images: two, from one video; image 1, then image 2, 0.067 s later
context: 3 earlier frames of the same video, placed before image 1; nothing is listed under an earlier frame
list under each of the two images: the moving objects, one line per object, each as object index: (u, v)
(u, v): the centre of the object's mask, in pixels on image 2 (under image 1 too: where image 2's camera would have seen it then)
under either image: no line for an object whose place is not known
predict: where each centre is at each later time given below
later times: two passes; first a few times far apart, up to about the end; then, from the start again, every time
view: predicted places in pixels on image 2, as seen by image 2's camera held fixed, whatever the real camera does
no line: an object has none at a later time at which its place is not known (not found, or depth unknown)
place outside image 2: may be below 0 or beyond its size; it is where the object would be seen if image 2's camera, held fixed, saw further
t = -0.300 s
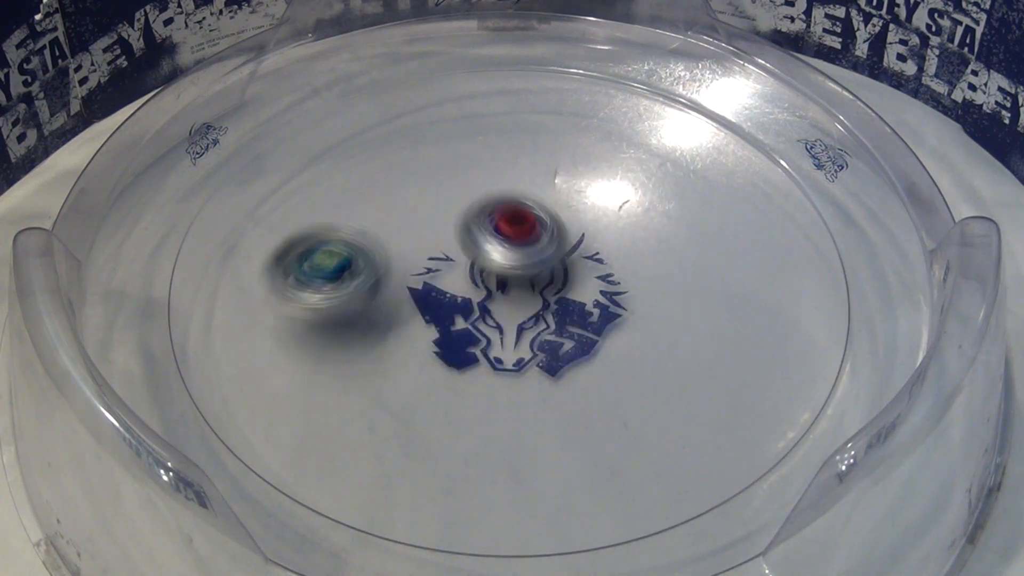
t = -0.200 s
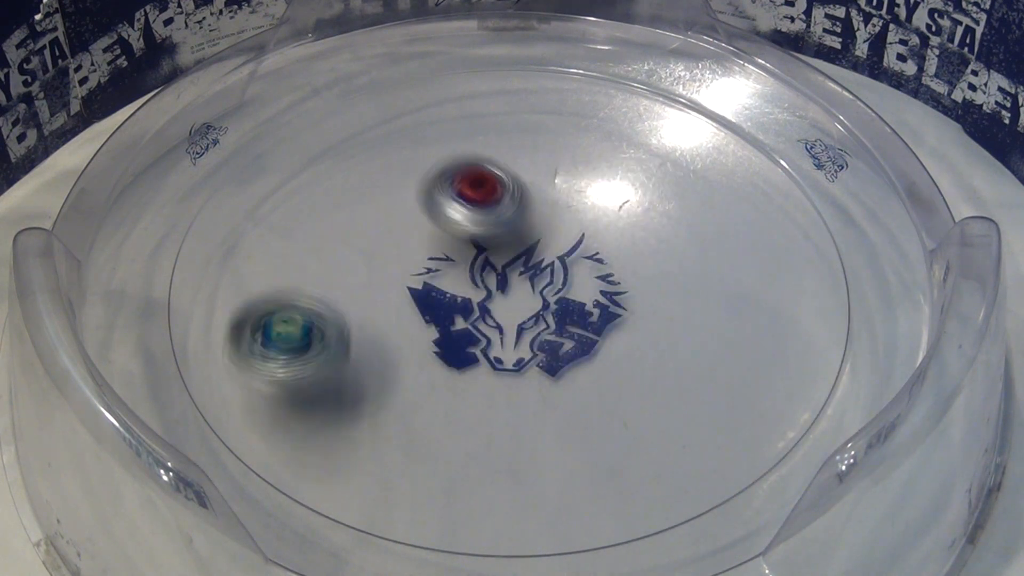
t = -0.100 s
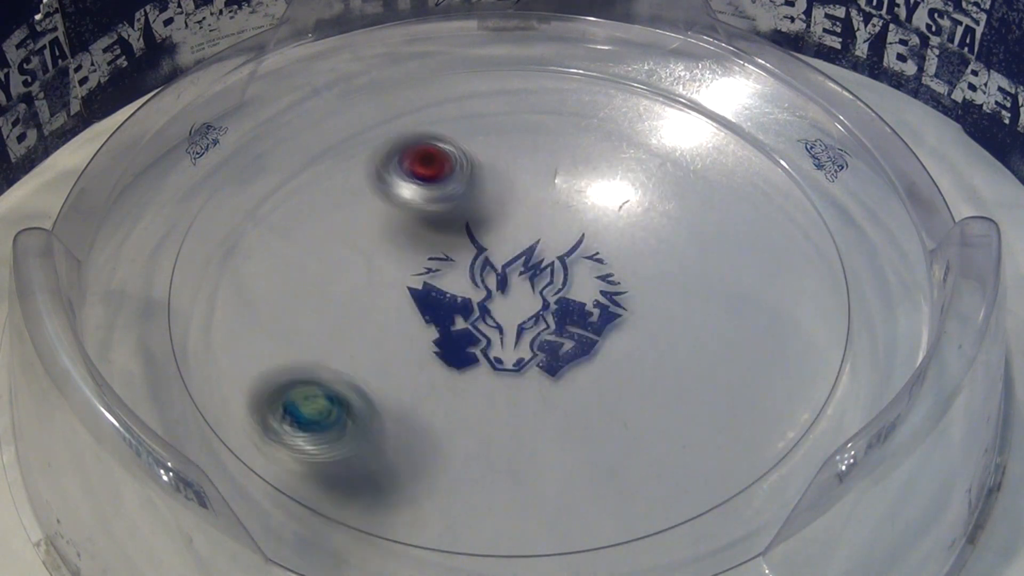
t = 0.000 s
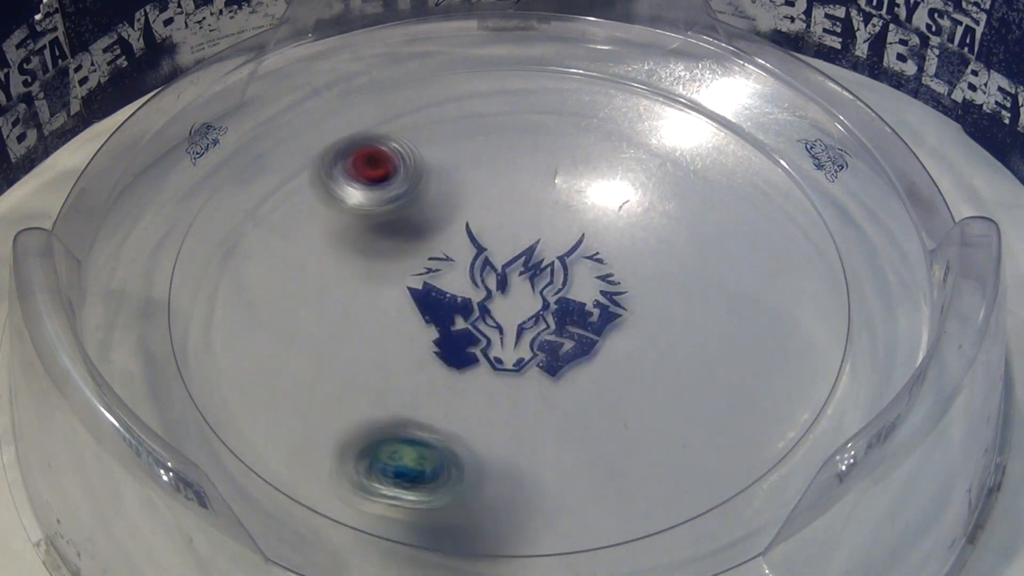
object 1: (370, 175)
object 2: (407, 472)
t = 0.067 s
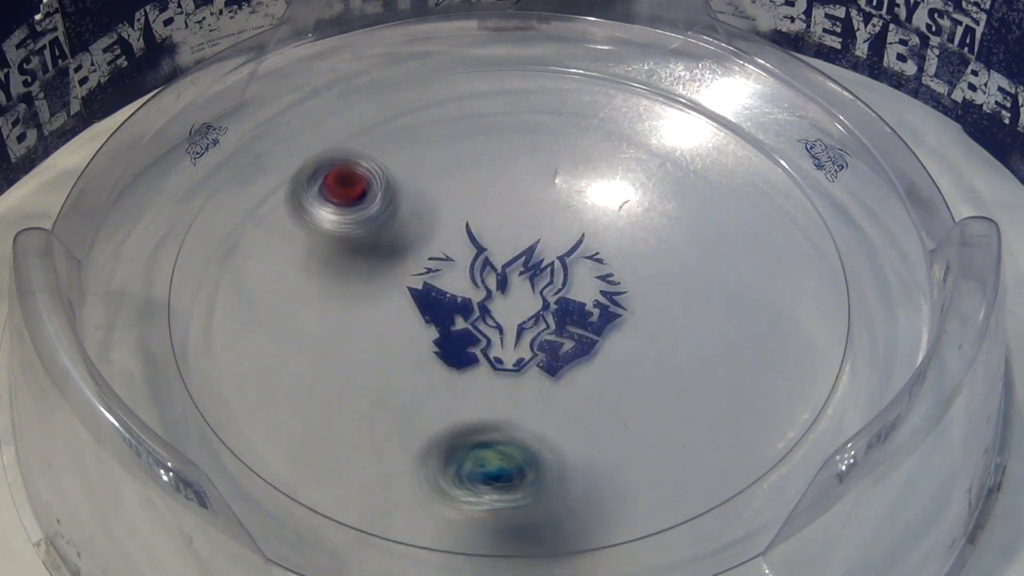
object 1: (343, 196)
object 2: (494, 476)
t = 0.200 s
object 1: (357, 264)
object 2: (619, 412)
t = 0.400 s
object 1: (487, 318)
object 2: (624, 260)
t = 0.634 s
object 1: (629, 271)
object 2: (447, 133)
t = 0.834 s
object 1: (650, 192)
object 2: (262, 162)
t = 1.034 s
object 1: (540, 182)
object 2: (291, 321)
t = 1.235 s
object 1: (475, 277)
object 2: (514, 381)
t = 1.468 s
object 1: (520, 382)
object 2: (696, 250)
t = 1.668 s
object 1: (633, 396)
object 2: (640, 109)
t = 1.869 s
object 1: (651, 317)
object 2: (459, 109)
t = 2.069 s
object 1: (531, 274)
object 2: (375, 264)
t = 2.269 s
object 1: (459, 256)
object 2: (410, 429)
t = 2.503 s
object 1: (348, 288)
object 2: (629, 496)
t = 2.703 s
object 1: (356, 364)
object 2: (753, 377)
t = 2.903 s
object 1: (488, 365)
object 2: (657, 259)
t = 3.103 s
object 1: (554, 282)
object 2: (455, 211)
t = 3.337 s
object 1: (523, 182)
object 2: (251, 266)
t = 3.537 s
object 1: (429, 165)
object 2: (277, 402)
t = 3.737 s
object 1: (409, 255)
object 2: (503, 416)
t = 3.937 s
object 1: (472, 322)
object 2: (650, 283)
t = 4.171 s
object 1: (562, 348)
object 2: (693, 132)
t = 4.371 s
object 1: (667, 316)
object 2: (582, 68)
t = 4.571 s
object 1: (646, 246)
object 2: (434, 129)
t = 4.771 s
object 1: (558, 236)
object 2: (395, 292)
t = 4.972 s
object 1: (664, 236)
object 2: (263, 441)
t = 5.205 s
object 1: (535, 245)
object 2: (490, 444)
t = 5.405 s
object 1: (434, 289)
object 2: (579, 375)
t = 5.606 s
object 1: (182, 287)
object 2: (653, 313)
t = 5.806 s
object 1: (233, 286)
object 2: (655, 227)
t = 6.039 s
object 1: (474, 310)
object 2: (462, 202)
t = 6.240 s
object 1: (585, 424)
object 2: (372, 136)
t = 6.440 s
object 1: (650, 366)
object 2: (283, 220)
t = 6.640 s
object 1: (685, 286)
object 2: (381, 339)
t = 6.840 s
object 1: (687, 218)
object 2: (557, 359)
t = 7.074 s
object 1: (632, 152)
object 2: (702, 260)
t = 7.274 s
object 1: (534, 178)
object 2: (654, 158)
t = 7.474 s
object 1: (238, 307)
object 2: (666, 93)
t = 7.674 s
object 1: (207, 396)
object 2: (565, 128)
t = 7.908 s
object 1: (426, 385)
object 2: (479, 264)
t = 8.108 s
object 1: (432, 504)
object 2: (569, 131)
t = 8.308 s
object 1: (483, 388)
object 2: (546, 111)
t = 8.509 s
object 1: (483, 244)
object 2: (432, 128)
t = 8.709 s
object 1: (456, 325)
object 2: (331, 125)
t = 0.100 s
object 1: (338, 214)
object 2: (534, 467)
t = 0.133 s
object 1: (338, 230)
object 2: (568, 453)
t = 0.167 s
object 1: (345, 246)
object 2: (596, 434)
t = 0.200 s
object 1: (357, 264)
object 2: (619, 412)
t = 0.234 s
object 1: (373, 279)
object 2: (636, 383)
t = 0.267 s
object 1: (394, 294)
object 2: (646, 357)
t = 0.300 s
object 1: (416, 303)
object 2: (648, 336)
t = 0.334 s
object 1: (437, 309)
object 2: (645, 310)
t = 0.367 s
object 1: (465, 315)
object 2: (637, 284)
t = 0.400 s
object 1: (487, 318)
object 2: (624, 260)
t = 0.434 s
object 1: (509, 318)
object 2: (608, 236)
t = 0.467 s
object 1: (533, 314)
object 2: (586, 212)
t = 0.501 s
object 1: (557, 309)
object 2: (562, 190)
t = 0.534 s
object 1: (578, 302)
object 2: (538, 175)
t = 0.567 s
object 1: (595, 293)
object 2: (509, 159)
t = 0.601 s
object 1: (611, 284)
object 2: (482, 148)
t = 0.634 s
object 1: (629, 271)
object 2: (447, 133)
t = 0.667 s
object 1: (640, 261)
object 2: (412, 126)
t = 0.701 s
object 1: (650, 247)
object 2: (378, 123)
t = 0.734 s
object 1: (655, 234)
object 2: (343, 124)
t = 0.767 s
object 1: (658, 220)
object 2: (311, 132)
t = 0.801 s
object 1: (657, 205)
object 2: (286, 144)
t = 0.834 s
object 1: (650, 192)
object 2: (262, 162)
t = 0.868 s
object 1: (637, 178)
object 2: (245, 184)
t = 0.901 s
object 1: (619, 172)
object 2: (236, 208)
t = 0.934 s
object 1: (601, 169)
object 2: (238, 239)
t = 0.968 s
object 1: (578, 169)
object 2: (247, 266)
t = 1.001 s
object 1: (559, 174)
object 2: (266, 295)
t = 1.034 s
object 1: (540, 182)
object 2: (291, 321)
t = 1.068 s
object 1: (520, 195)
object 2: (323, 346)
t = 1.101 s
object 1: (506, 209)
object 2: (358, 363)
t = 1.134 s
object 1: (494, 224)
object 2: (397, 375)
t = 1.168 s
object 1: (486, 240)
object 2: (433, 383)
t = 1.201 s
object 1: (478, 259)
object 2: (474, 387)
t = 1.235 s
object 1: (475, 277)
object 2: (514, 381)
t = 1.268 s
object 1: (475, 295)
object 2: (551, 374)
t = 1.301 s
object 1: (475, 310)
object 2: (585, 360)
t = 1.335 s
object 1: (481, 327)
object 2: (616, 344)
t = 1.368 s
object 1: (487, 343)
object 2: (646, 322)
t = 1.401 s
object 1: (496, 357)
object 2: (667, 298)
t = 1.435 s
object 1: (505, 370)
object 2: (684, 276)
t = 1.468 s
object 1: (520, 382)
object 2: (696, 250)
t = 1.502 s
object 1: (536, 391)
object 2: (702, 223)
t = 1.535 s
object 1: (553, 398)
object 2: (703, 198)
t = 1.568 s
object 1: (572, 401)
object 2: (697, 175)
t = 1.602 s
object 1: (592, 404)
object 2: (684, 149)
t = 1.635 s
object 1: (613, 402)
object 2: (666, 129)
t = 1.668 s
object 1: (633, 396)
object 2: (640, 109)
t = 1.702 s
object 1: (649, 387)
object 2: (616, 95)
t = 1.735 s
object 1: (662, 375)
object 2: (584, 84)
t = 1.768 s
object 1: (668, 360)
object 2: (555, 83)
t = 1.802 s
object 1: (668, 347)
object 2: (520, 86)
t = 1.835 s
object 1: (664, 333)
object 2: (489, 95)
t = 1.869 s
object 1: (651, 317)
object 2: (459, 109)
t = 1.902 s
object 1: (635, 307)
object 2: (432, 128)
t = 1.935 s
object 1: (618, 298)
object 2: (410, 152)
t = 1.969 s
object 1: (598, 289)
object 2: (393, 177)
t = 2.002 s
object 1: (577, 282)
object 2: (382, 206)
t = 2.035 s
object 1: (553, 276)
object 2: (375, 235)
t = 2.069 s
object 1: (531, 274)
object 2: (375, 264)
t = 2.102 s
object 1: (510, 271)
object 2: (380, 292)
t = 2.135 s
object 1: (488, 270)
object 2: (389, 319)
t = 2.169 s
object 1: (482, 264)
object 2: (386, 348)
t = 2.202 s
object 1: (476, 259)
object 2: (387, 378)
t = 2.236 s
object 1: (470, 256)
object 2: (394, 404)
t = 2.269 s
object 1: (459, 256)
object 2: (410, 429)
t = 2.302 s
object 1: (446, 256)
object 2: (432, 448)
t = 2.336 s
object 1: (430, 258)
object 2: (460, 464)
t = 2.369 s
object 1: (411, 261)
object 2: (488, 475)
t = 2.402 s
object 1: (393, 265)
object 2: (521, 486)
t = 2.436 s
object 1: (375, 271)
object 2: (555, 495)
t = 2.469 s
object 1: (359, 278)
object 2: (594, 502)
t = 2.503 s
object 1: (348, 288)
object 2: (629, 496)
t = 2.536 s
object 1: (337, 299)
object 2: (658, 481)
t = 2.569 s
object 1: (330, 312)
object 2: (688, 466)
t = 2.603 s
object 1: (328, 326)
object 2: (714, 449)
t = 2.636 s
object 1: (332, 340)
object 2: (737, 428)
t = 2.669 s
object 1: (341, 352)
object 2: (750, 401)
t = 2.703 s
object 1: (356, 364)
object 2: (753, 377)
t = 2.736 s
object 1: (375, 373)
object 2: (750, 353)
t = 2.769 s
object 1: (400, 378)
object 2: (739, 331)
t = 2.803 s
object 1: (424, 379)
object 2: (724, 310)
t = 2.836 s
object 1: (446, 378)
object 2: (703, 290)
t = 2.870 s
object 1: (466, 373)
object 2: (678, 272)
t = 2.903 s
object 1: (488, 365)
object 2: (657, 259)
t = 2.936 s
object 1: (505, 353)
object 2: (625, 246)
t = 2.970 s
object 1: (521, 342)
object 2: (590, 234)
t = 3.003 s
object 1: (532, 327)
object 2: (556, 222)
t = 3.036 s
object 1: (543, 313)
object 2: (525, 217)
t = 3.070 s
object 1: (551, 298)
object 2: (489, 213)
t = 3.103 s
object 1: (554, 282)
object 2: (455, 211)
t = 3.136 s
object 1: (556, 266)
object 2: (417, 210)
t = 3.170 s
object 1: (556, 251)
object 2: (387, 215)
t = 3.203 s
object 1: (555, 236)
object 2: (354, 219)
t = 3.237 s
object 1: (550, 222)
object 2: (325, 229)
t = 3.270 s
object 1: (543, 209)
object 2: (298, 235)
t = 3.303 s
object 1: (535, 195)
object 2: (271, 249)
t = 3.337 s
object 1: (523, 182)
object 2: (251, 266)
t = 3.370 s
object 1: (512, 173)
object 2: (236, 287)
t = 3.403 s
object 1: (498, 165)
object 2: (227, 311)
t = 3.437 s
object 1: (481, 158)
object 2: (225, 336)
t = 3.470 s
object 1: (464, 157)
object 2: (229, 356)
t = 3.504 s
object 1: (445, 158)
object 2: (248, 382)
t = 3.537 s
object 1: (429, 165)
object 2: (277, 402)
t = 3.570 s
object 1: (414, 176)
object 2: (310, 416)
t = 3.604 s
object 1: (405, 189)
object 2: (351, 427)
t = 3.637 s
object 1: (400, 205)
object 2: (391, 432)
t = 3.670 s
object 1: (398, 222)
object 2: (433, 432)
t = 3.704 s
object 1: (401, 239)
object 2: (468, 427)
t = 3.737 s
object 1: (409, 255)
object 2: (503, 416)
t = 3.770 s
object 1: (420, 271)
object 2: (534, 401)
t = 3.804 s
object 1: (433, 286)
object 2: (557, 382)
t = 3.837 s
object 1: (448, 298)
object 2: (577, 360)
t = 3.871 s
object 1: (469, 311)
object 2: (591, 339)
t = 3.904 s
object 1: (476, 318)
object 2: (620, 310)
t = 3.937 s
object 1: (472, 322)
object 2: (650, 283)
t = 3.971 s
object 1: (472, 325)
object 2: (672, 266)
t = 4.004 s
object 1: (479, 330)
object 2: (690, 241)
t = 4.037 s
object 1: (490, 336)
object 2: (701, 218)
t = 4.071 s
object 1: (502, 339)
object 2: (704, 196)
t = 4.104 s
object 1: (521, 344)
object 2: (704, 176)
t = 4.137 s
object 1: (542, 347)
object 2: (700, 153)
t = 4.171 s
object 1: (562, 348)
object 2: (693, 132)
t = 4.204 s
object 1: (583, 348)
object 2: (684, 106)
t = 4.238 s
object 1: (602, 346)
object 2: (674, 85)
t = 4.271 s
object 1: (621, 342)
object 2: (657, 72)
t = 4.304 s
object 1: (639, 335)
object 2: (630, 70)
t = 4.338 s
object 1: (655, 326)
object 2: (606, 68)
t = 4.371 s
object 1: (667, 316)
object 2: (582, 68)
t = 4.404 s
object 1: (675, 304)
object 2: (557, 68)
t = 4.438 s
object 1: (679, 290)
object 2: (530, 68)
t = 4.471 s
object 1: (677, 277)
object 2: (503, 74)
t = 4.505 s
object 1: (671, 265)
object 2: (477, 87)
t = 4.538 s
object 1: (661, 255)
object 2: (453, 106)
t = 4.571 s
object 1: (646, 246)
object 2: (434, 129)
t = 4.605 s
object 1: (628, 241)
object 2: (422, 155)
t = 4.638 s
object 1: (606, 237)
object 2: (413, 183)
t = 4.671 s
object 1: (585, 235)
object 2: (411, 212)
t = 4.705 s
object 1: (566, 237)
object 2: (415, 237)
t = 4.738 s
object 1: (543, 240)
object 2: (423, 267)
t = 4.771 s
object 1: (558, 236)
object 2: (395, 292)
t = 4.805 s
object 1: (594, 233)
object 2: (351, 321)
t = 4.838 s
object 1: (625, 232)
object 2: (309, 354)
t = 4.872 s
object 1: (646, 228)
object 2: (280, 373)
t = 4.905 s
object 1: (657, 228)
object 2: (261, 401)
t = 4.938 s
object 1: (665, 232)
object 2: (252, 427)
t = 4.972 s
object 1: (664, 236)
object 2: (263, 441)
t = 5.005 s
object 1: (657, 239)
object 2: (293, 451)
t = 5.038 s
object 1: (642, 241)
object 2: (325, 456)
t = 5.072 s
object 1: (622, 240)
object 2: (360, 458)
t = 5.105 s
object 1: (600, 239)
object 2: (394, 458)
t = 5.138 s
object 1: (578, 239)
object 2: (427, 456)
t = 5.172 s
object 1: (558, 240)
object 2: (460, 452)
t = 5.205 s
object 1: (535, 245)
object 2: (490, 444)
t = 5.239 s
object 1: (517, 250)
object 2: (519, 435)
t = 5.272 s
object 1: (499, 255)
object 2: (544, 423)
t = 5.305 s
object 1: (481, 262)
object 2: (563, 412)
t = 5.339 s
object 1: (463, 270)
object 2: (576, 401)
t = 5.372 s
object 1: (449, 279)
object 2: (582, 389)
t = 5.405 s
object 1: (434, 289)
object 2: (579, 375)
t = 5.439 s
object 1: (423, 299)
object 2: (570, 361)
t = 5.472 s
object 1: (412, 309)
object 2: (553, 348)
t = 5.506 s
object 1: (402, 319)
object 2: (533, 335)
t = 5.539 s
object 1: (334, 315)
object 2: (568, 331)
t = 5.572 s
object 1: (255, 299)
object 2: (618, 323)
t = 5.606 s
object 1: (182, 287)
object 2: (653, 313)
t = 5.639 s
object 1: (141, 269)
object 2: (677, 300)
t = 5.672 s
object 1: (139, 265)
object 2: (689, 285)
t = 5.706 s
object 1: (156, 274)
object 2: (692, 270)
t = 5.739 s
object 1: (177, 275)
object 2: (685, 256)
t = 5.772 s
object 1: (200, 282)
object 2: (672, 242)
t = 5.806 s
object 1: (233, 286)
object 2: (655, 227)
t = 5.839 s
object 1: (264, 291)
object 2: (630, 212)
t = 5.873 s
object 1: (298, 296)
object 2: (601, 202)
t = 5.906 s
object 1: (339, 300)
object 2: (571, 197)
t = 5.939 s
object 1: (374, 303)
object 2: (544, 196)
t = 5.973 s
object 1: (411, 303)
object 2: (515, 198)
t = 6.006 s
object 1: (442, 301)
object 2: (489, 204)
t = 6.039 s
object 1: (474, 310)
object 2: (462, 202)
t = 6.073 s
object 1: (491, 331)
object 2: (445, 177)
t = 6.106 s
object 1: (515, 363)
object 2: (433, 157)
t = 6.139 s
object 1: (539, 383)
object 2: (418, 144)
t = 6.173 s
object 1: (557, 406)
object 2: (405, 138)
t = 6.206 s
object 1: (574, 420)
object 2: (388, 133)
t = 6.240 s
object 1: (585, 424)
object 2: (372, 136)
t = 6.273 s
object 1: (597, 422)
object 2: (352, 142)
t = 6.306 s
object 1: (609, 415)
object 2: (333, 150)
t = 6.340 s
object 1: (619, 405)
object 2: (312, 162)
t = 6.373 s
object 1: (631, 391)
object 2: (297, 177)
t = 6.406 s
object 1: (641, 378)
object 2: (286, 198)
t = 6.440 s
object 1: (650, 366)
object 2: (283, 220)
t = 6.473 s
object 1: (658, 352)
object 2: (286, 243)
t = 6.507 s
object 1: (668, 339)
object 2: (295, 267)
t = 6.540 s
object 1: (674, 325)
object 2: (310, 289)
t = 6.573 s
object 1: (680, 312)
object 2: (331, 307)
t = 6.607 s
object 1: (683, 300)
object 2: (355, 326)
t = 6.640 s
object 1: (685, 286)
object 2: (381, 339)
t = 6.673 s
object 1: (687, 275)
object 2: (406, 350)
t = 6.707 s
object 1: (687, 262)
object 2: (434, 358)
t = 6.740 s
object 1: (688, 251)
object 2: (465, 362)
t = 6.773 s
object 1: (688, 240)
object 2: (499, 365)
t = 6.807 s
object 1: (688, 228)
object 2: (527, 361)
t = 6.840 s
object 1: (687, 218)
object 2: (557, 359)
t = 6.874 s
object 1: (685, 207)
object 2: (588, 352)
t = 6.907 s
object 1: (682, 197)
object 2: (610, 341)
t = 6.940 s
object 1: (678, 188)
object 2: (639, 328)
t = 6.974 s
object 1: (671, 178)
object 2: (658, 315)
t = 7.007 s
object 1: (661, 170)
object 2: (677, 298)
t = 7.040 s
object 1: (648, 162)
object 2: (691, 280)
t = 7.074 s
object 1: (632, 152)
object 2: (702, 260)
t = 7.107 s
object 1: (616, 150)
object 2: (708, 241)
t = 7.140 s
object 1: (600, 150)
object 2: (708, 221)
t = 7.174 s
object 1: (580, 156)
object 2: (703, 203)
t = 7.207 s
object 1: (565, 162)
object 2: (694, 186)
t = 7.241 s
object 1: (547, 170)
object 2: (677, 169)
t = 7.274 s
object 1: (534, 178)
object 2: (654, 158)
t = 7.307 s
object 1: (519, 191)
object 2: (631, 149)
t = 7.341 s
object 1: (505, 200)
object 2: (605, 147)
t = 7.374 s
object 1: (434, 230)
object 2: (617, 132)
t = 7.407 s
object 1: (363, 260)
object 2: (643, 113)
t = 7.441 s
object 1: (293, 288)
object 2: (661, 99)
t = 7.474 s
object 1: (238, 307)
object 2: (666, 93)
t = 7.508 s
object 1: (190, 332)
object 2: (662, 90)
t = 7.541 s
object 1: (170, 347)
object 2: (650, 89)
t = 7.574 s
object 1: (165, 364)
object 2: (631, 91)
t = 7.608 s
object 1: (171, 377)
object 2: (609, 98)
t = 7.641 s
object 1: (188, 387)
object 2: (586, 115)
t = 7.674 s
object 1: (207, 396)
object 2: (565, 128)
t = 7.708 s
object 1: (236, 404)
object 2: (544, 144)
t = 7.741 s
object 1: (264, 407)
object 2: (527, 161)
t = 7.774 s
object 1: (293, 407)
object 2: (514, 185)
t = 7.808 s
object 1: (325, 405)
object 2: (502, 202)
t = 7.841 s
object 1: (359, 402)
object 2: (493, 222)
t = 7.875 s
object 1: (393, 394)
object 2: (485, 243)
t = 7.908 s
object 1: (426, 385)
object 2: (479, 264)
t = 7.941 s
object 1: (455, 374)
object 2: (476, 283)
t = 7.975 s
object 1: (455, 382)
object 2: (494, 252)
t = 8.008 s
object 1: (445, 394)
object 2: (521, 219)
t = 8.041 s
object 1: (438, 428)
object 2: (540, 185)
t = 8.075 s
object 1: (427, 491)
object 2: (557, 155)
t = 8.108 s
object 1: (432, 504)
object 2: (569, 131)
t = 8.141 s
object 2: (576, 110)
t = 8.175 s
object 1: (452, 482)
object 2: (581, 101)
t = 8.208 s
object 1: (464, 463)
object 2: (579, 98)
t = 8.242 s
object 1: (474, 443)
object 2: (574, 100)
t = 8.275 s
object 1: (481, 415)
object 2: (562, 104)
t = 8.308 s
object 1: (483, 388)
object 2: (546, 111)
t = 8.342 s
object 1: (485, 354)
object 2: (527, 118)
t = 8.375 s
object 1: (487, 323)
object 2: (506, 128)
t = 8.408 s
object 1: (485, 292)
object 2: (485, 137)
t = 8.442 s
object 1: (486, 263)
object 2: (465, 147)
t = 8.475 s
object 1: (485, 243)
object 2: (449, 146)
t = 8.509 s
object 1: (483, 244)
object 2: (432, 128)
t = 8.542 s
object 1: (482, 259)
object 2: (413, 114)
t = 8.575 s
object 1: (475, 272)
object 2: (399, 108)
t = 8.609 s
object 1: (473, 282)
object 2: (381, 107)
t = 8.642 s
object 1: (463, 279)
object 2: (364, 110)
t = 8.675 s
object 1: (459, 302)
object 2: (347, 117)
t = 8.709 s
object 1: (456, 325)
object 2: (331, 125)
